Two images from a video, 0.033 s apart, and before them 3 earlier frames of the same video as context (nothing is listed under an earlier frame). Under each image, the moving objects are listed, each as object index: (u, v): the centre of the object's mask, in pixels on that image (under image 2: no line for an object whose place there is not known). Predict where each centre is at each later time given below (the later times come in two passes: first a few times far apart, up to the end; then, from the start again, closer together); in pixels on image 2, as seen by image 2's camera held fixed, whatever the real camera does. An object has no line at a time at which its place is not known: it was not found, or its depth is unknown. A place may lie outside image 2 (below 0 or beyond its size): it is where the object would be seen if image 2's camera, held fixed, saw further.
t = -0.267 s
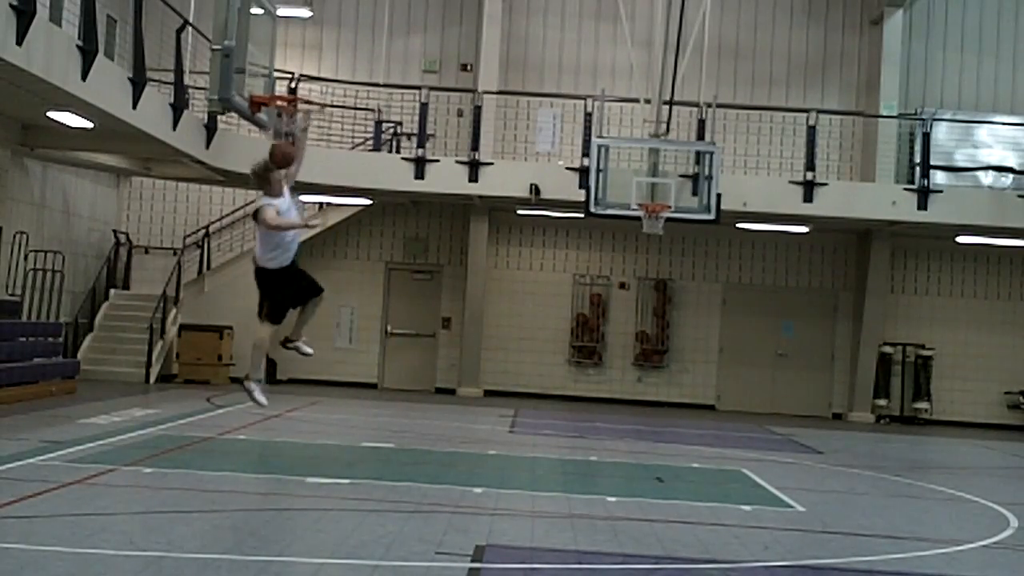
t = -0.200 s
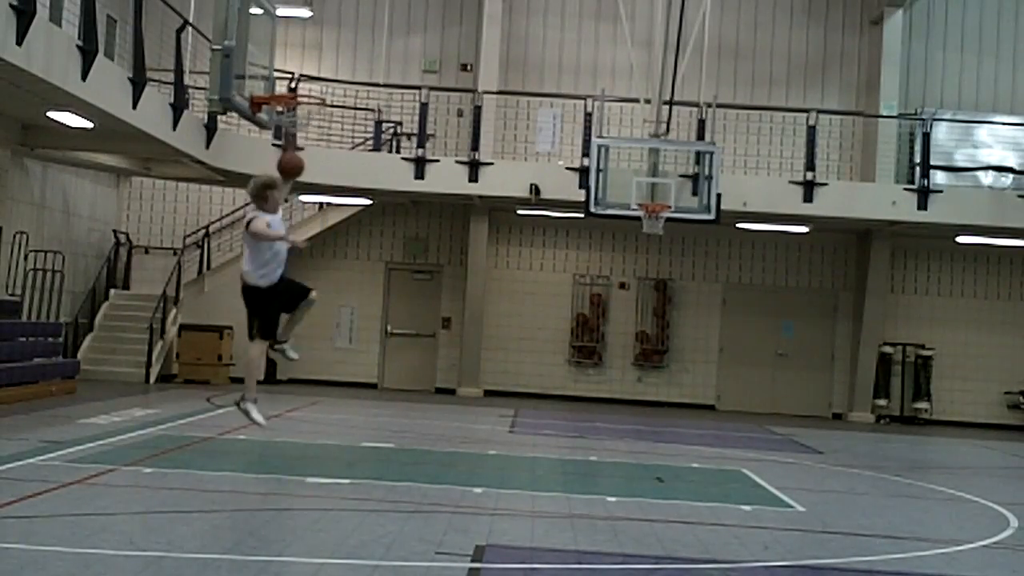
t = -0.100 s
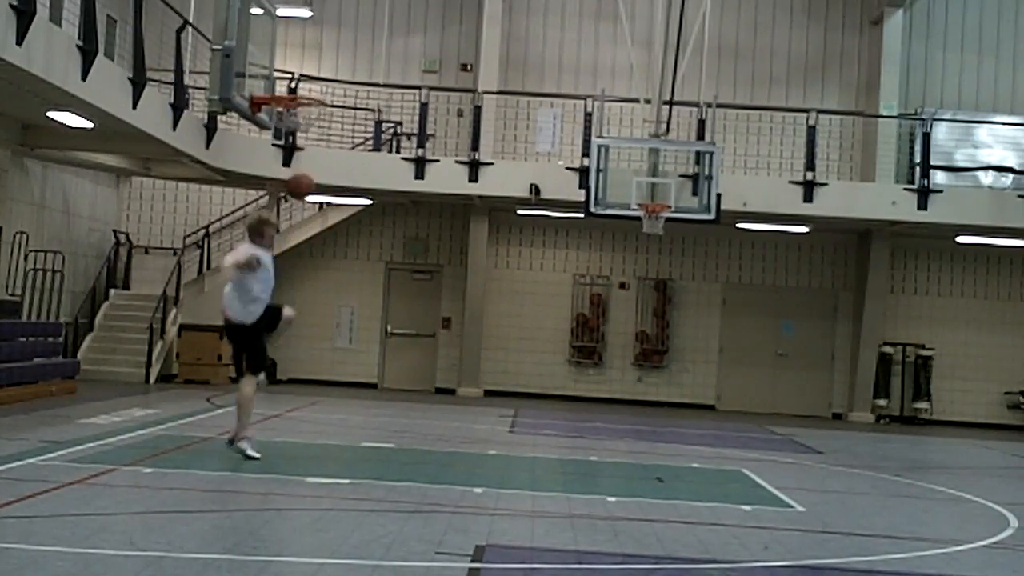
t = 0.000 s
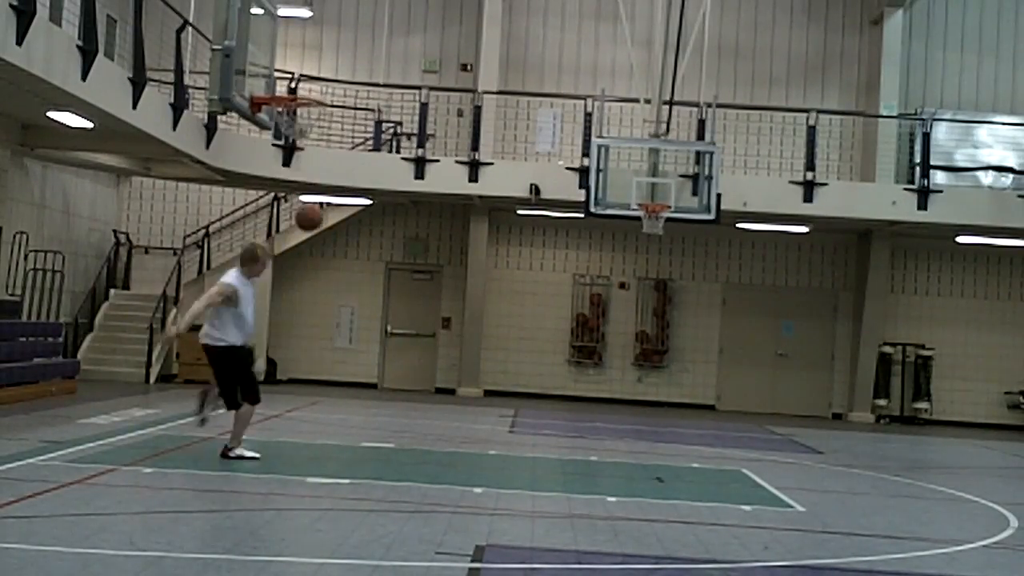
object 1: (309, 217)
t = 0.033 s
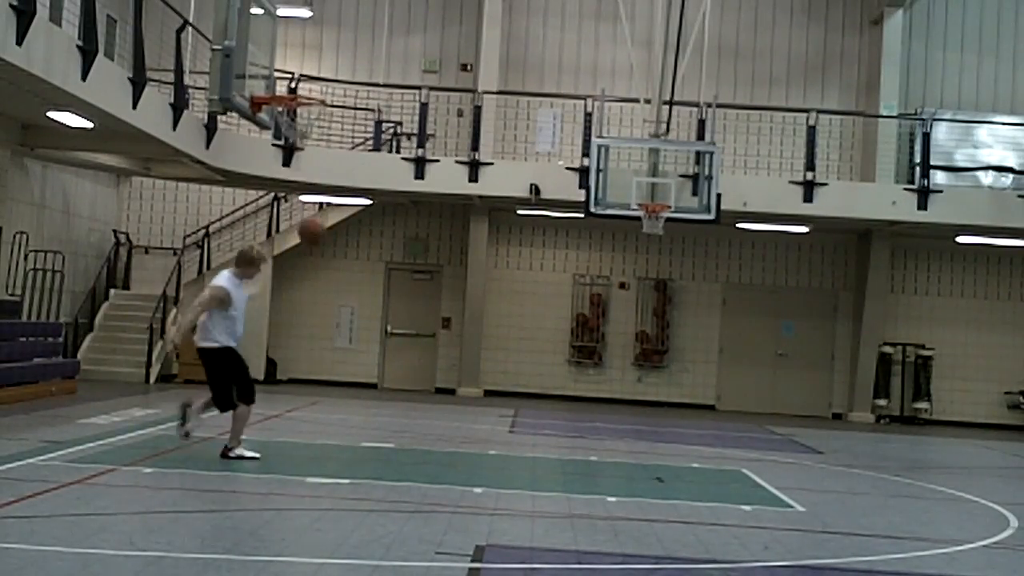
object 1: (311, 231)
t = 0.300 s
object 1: (331, 385)
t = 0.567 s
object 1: (354, 358)
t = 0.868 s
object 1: (380, 286)
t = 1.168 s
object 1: (398, 319)
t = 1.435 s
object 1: (407, 435)
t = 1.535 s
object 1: (416, 419)
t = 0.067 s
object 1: (316, 245)
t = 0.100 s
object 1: (317, 260)
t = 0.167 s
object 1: (322, 296)
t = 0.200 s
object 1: (324, 317)
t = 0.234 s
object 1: (326, 339)
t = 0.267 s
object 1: (328, 362)
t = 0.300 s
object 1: (331, 385)
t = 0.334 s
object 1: (332, 410)
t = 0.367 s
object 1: (334, 438)
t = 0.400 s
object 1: (336, 443)
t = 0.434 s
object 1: (340, 423)
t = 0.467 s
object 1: (344, 405)
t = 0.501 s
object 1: (347, 388)
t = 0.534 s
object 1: (351, 372)
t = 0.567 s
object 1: (354, 358)
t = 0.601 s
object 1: (357, 345)
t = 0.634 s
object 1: (360, 333)
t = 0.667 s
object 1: (364, 322)
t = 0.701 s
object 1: (366, 313)
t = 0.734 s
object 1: (370, 306)
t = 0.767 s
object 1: (372, 298)
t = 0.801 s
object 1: (375, 293)
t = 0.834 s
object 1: (378, 289)
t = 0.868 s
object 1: (380, 286)
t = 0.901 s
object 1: (382, 285)
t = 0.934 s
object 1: (385, 285)
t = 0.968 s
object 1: (387, 286)
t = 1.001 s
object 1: (389, 289)
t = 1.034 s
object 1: (391, 292)
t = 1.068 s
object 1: (393, 297)
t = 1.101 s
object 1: (395, 304)
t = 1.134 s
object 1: (396, 310)
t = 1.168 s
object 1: (398, 319)
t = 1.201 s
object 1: (399, 330)
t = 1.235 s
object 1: (401, 341)
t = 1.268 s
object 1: (403, 354)
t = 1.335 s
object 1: (405, 382)
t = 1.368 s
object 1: (406, 398)
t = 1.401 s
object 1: (406, 417)
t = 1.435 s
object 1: (407, 435)
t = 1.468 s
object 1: (409, 447)
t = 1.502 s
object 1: (413, 433)
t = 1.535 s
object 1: (416, 419)
